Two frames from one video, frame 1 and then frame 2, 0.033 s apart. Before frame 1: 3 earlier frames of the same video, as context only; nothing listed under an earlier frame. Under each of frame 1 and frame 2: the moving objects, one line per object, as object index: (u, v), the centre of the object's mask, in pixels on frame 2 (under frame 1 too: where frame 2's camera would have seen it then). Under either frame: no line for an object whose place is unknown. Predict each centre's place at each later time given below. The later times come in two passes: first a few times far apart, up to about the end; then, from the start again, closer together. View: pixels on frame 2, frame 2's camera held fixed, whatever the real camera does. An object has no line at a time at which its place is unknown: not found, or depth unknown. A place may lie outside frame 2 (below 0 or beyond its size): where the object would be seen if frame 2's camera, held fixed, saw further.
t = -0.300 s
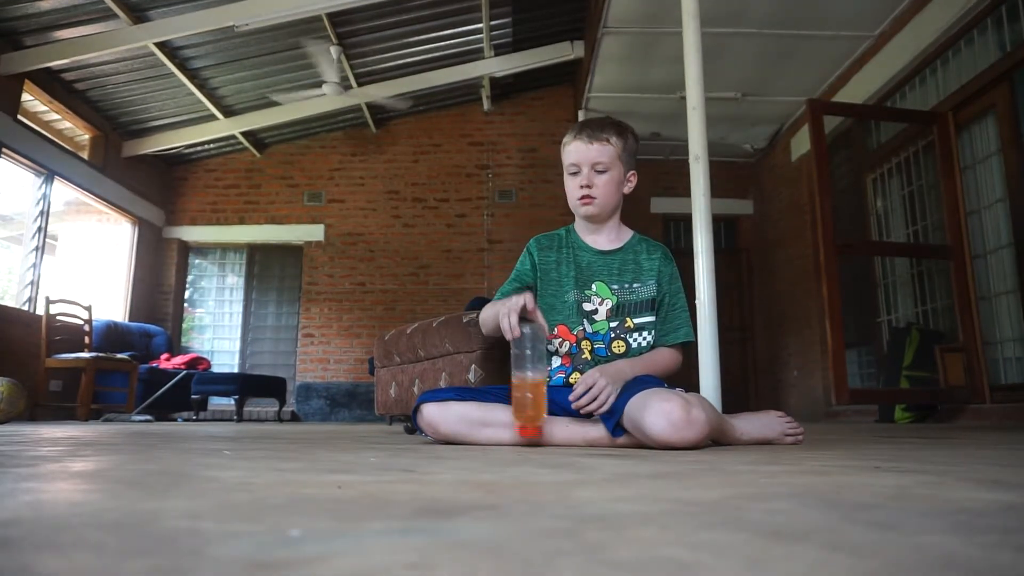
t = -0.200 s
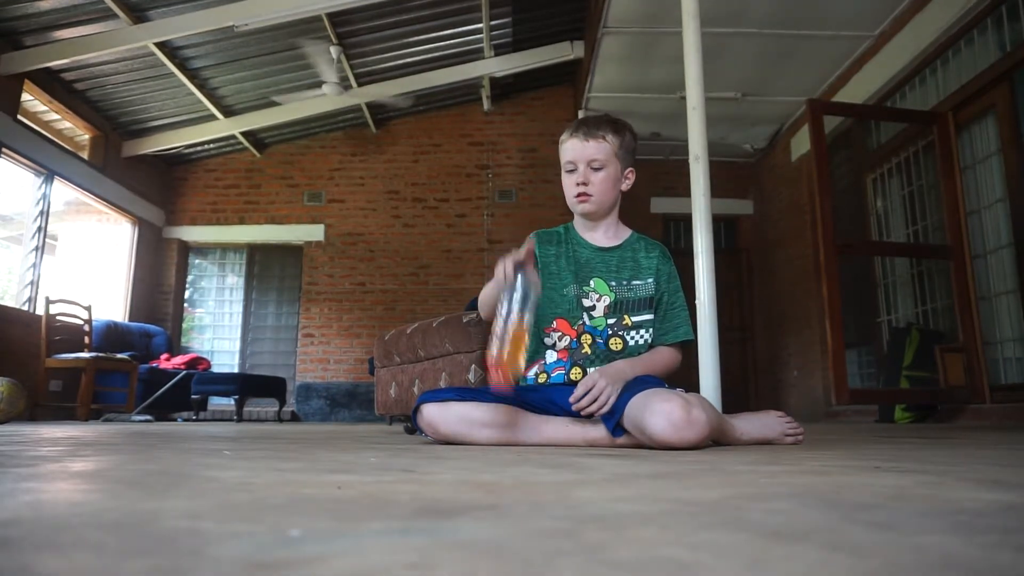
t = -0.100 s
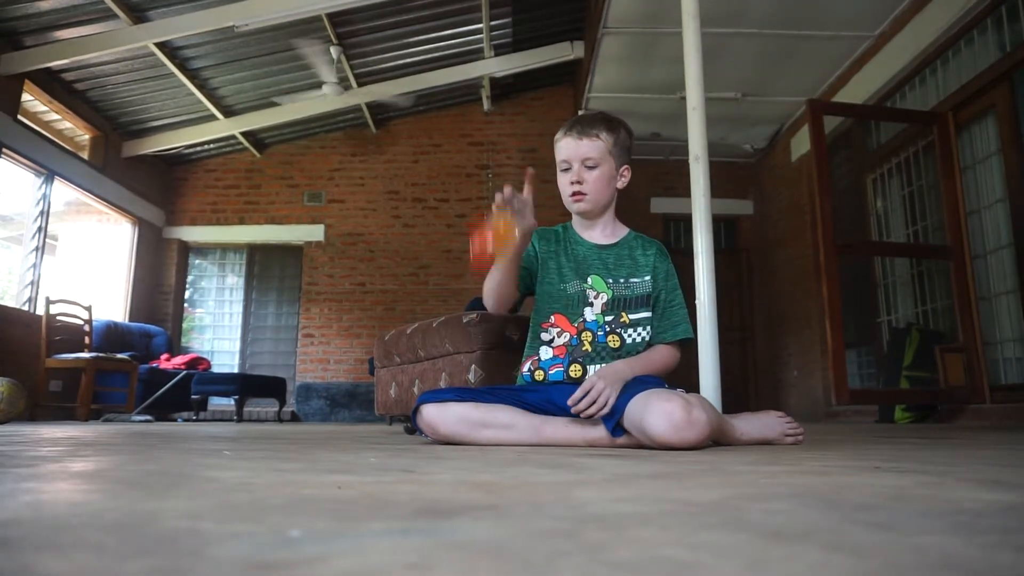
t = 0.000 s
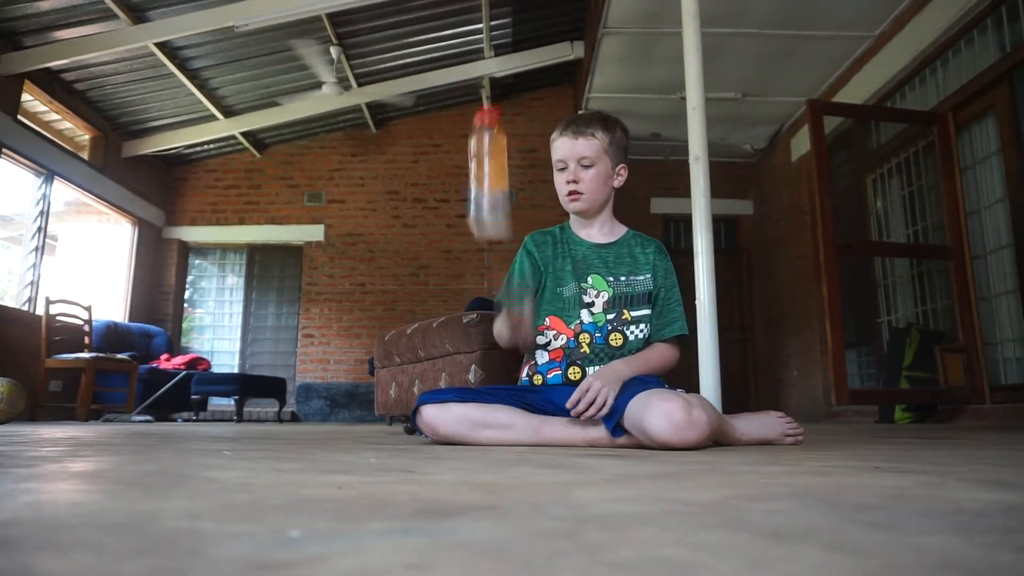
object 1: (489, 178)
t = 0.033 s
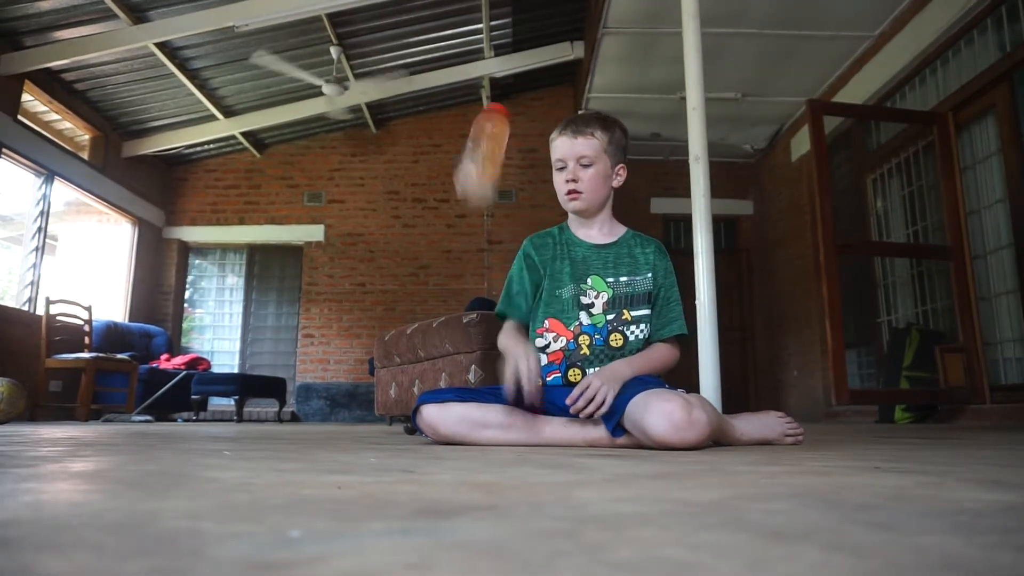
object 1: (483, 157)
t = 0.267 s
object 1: (471, 236)
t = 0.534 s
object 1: (471, 381)
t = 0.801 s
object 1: (479, 381)
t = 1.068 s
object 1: (518, 413)
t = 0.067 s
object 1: (481, 142)
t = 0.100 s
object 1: (478, 137)
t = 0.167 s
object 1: (477, 153)
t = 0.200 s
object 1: (476, 176)
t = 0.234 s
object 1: (474, 205)
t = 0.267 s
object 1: (471, 236)
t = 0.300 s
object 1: (469, 288)
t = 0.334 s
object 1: (465, 344)
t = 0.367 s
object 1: (463, 379)
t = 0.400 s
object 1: (464, 381)
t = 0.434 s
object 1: (465, 381)
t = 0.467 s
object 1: (468, 381)
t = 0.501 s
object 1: (470, 381)
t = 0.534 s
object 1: (471, 381)
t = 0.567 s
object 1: (472, 381)
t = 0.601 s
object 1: (473, 381)
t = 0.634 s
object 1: (474, 381)
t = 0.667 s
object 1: (475, 381)
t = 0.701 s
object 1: (475, 381)
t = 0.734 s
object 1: (477, 381)
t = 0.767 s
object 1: (478, 381)
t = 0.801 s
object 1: (479, 381)
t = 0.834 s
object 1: (481, 381)
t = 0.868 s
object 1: (482, 382)
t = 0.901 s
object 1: (484, 382)
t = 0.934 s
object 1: (488, 383)
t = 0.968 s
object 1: (493, 384)
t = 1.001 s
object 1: (500, 388)
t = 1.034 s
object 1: (509, 395)
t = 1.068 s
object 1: (518, 413)
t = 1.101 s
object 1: (530, 431)
